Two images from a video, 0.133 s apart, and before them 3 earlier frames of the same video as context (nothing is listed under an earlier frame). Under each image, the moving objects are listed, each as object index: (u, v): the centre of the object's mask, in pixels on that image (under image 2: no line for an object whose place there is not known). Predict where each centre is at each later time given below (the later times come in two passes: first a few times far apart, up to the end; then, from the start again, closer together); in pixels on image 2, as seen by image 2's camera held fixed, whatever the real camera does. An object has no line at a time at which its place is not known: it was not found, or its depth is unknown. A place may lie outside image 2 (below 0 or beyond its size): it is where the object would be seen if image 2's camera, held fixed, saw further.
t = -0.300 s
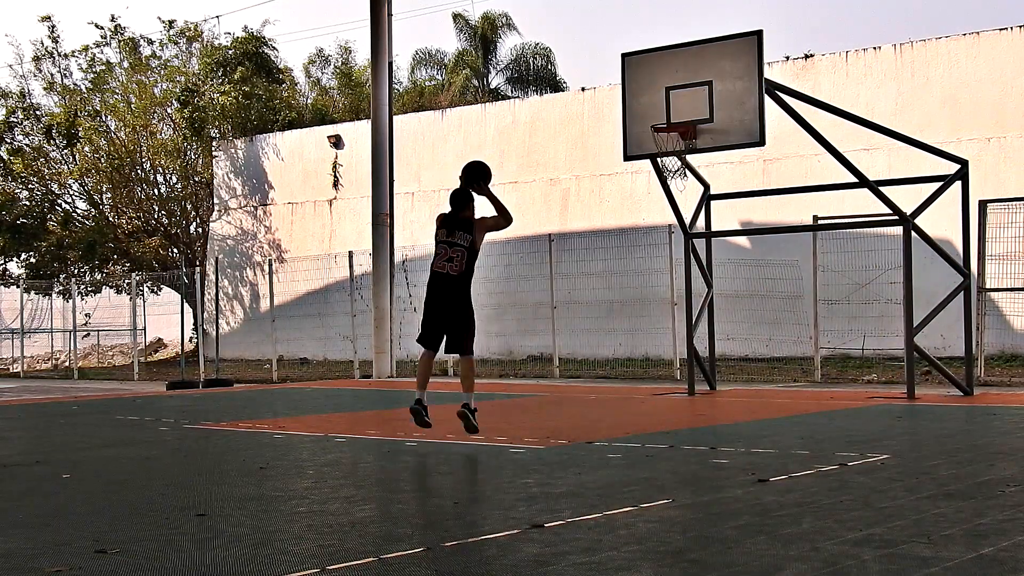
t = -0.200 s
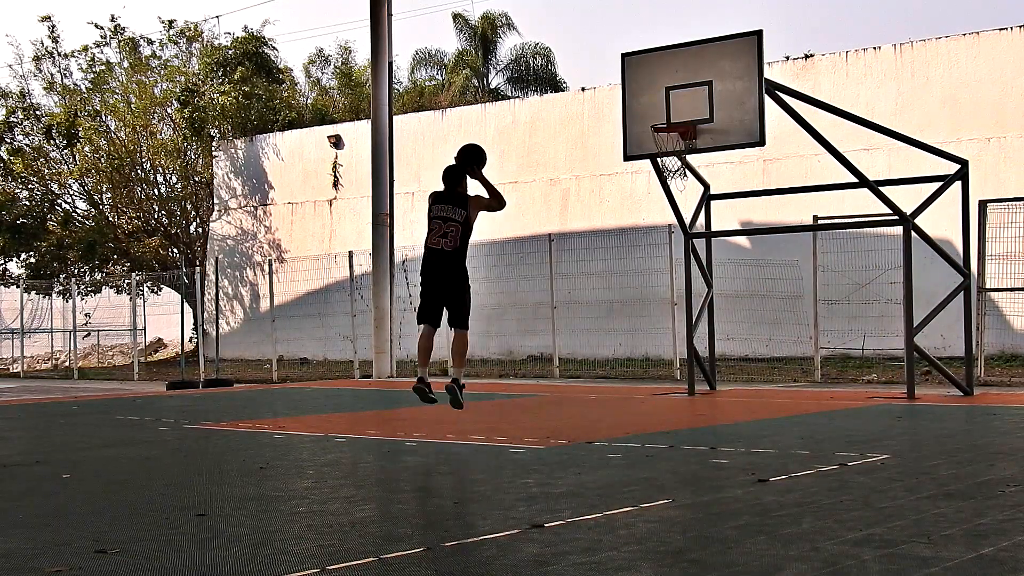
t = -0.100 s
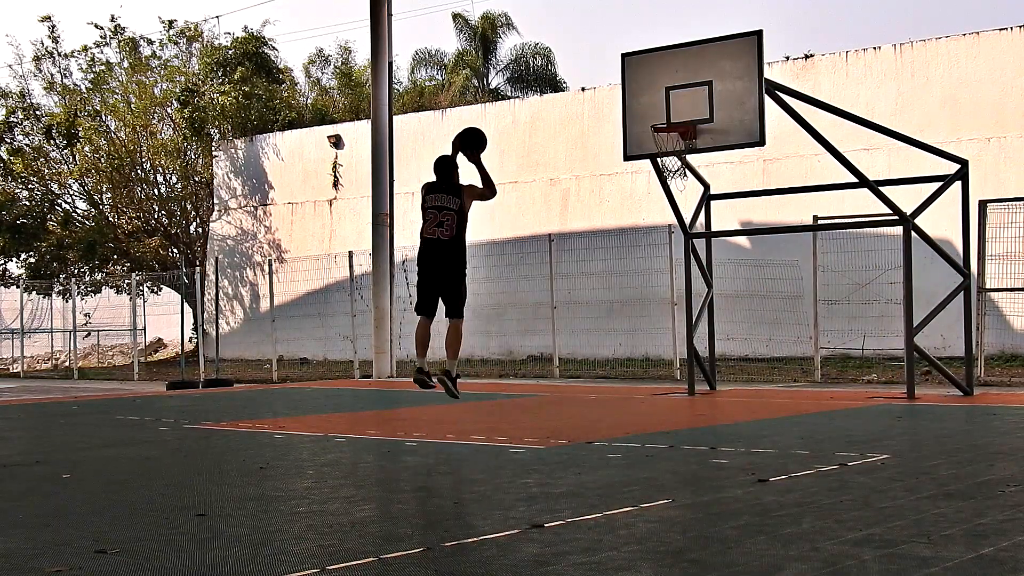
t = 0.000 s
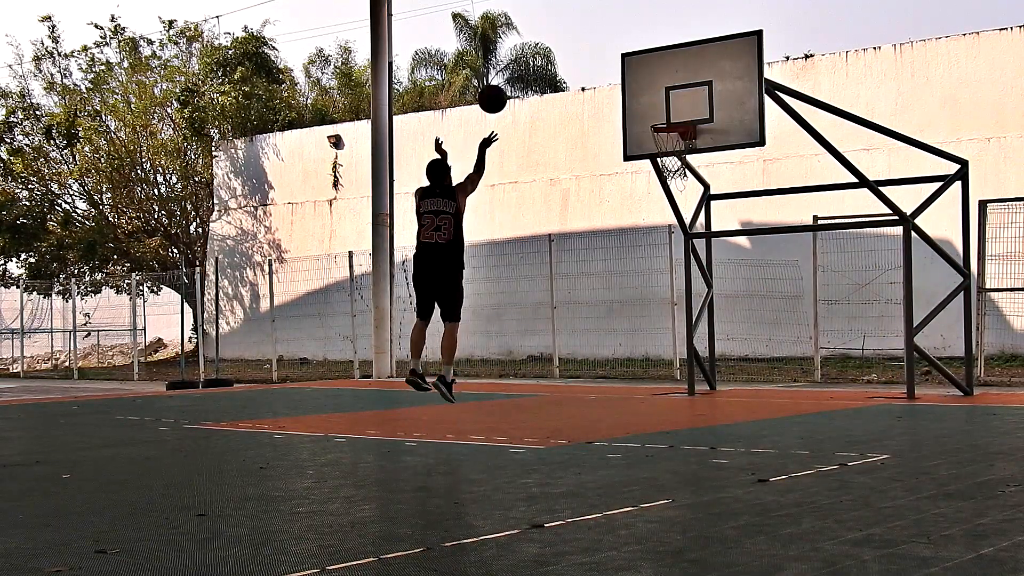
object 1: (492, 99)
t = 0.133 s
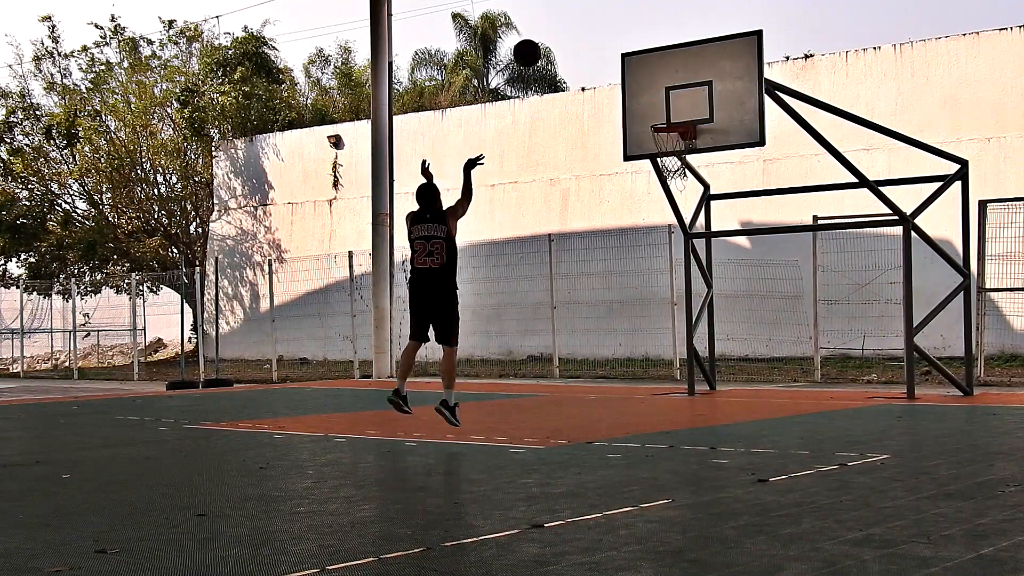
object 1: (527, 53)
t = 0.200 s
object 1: (544, 39)
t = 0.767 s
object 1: (661, 106)
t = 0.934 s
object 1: (671, 107)
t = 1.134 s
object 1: (677, 106)
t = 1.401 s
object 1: (670, 108)
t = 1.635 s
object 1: (670, 139)
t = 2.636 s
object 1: (688, 226)
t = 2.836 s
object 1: (692, 200)
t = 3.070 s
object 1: (700, 221)
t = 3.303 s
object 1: (708, 299)
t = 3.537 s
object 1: (717, 393)
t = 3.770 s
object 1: (722, 300)
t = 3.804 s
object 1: (724, 291)
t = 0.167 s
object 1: (535, 46)
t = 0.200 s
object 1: (544, 39)
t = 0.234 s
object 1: (552, 34)
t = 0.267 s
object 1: (559, 30)
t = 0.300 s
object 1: (567, 28)
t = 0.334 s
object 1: (575, 26)
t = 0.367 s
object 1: (582, 26)
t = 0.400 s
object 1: (589, 27)
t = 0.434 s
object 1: (597, 29)
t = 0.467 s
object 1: (603, 33)
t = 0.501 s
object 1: (610, 37)
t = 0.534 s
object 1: (617, 42)
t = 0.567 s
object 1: (624, 48)
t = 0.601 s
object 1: (630, 56)
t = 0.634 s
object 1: (637, 64)
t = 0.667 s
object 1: (643, 74)
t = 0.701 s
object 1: (649, 84)
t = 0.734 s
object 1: (655, 94)
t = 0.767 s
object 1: (661, 106)
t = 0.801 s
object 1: (665, 112)
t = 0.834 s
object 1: (666, 109)
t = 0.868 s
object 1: (668, 108)
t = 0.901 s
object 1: (670, 107)
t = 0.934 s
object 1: (671, 107)
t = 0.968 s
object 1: (673, 108)
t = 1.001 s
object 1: (675, 110)
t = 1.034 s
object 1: (677, 113)
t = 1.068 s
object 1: (678, 116)
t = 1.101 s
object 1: (678, 111)
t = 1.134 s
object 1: (677, 106)
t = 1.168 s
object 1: (676, 103)
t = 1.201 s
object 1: (675, 101)
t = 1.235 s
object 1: (674, 100)
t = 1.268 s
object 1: (673, 100)
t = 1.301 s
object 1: (672, 100)
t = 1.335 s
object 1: (672, 102)
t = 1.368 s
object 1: (671, 105)
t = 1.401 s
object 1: (670, 108)
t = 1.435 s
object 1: (669, 113)
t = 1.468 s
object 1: (669, 119)
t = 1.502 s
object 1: (669, 122)
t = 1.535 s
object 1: (669, 125)
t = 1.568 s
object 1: (669, 128)
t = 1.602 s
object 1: (668, 133)
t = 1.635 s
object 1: (670, 139)
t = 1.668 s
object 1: (670, 144)
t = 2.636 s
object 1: (688, 226)
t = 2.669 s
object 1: (688, 219)
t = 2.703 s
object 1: (689, 213)
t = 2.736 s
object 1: (690, 208)
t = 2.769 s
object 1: (690, 204)
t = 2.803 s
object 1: (692, 202)
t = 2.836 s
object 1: (692, 200)
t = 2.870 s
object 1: (693, 200)
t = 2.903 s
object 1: (694, 200)
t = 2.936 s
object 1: (695, 202)
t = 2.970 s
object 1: (696, 205)
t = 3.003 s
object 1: (697, 209)
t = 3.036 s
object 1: (698, 215)
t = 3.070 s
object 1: (700, 221)
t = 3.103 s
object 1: (701, 228)
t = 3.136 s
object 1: (702, 237)
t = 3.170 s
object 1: (703, 248)
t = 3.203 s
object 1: (704, 258)
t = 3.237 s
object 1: (706, 270)
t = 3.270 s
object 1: (707, 284)
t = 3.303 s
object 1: (708, 299)
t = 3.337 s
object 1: (709, 315)
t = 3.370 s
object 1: (711, 332)
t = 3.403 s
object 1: (712, 351)
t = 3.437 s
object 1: (714, 371)
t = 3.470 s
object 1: (715, 392)
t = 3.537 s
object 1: (717, 393)
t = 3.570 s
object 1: (718, 376)
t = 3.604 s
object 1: (719, 361)
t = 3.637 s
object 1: (719, 346)
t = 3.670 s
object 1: (720, 333)
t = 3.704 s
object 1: (722, 321)
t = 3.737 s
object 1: (722, 310)
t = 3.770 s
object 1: (722, 300)
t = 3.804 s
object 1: (724, 291)
